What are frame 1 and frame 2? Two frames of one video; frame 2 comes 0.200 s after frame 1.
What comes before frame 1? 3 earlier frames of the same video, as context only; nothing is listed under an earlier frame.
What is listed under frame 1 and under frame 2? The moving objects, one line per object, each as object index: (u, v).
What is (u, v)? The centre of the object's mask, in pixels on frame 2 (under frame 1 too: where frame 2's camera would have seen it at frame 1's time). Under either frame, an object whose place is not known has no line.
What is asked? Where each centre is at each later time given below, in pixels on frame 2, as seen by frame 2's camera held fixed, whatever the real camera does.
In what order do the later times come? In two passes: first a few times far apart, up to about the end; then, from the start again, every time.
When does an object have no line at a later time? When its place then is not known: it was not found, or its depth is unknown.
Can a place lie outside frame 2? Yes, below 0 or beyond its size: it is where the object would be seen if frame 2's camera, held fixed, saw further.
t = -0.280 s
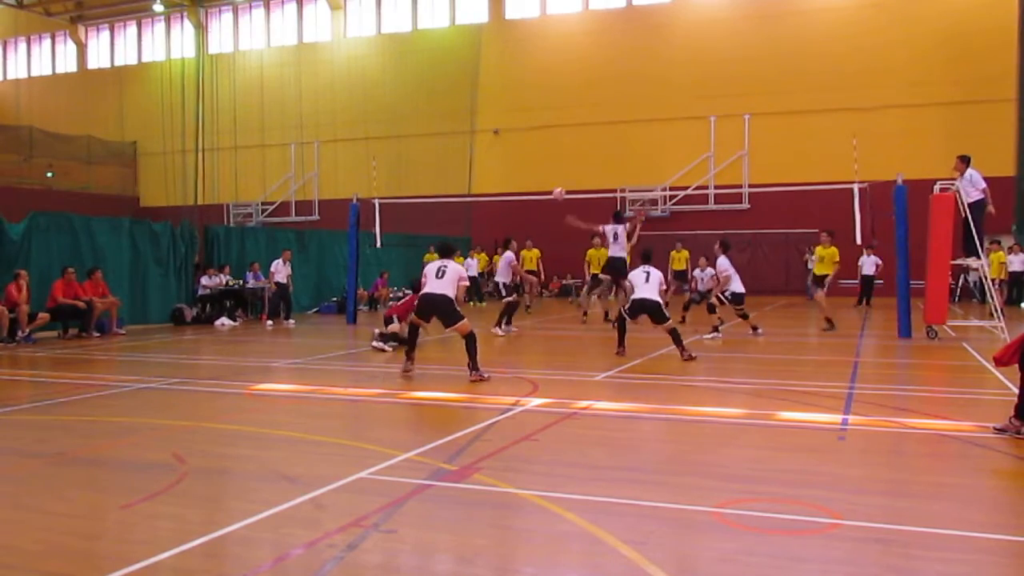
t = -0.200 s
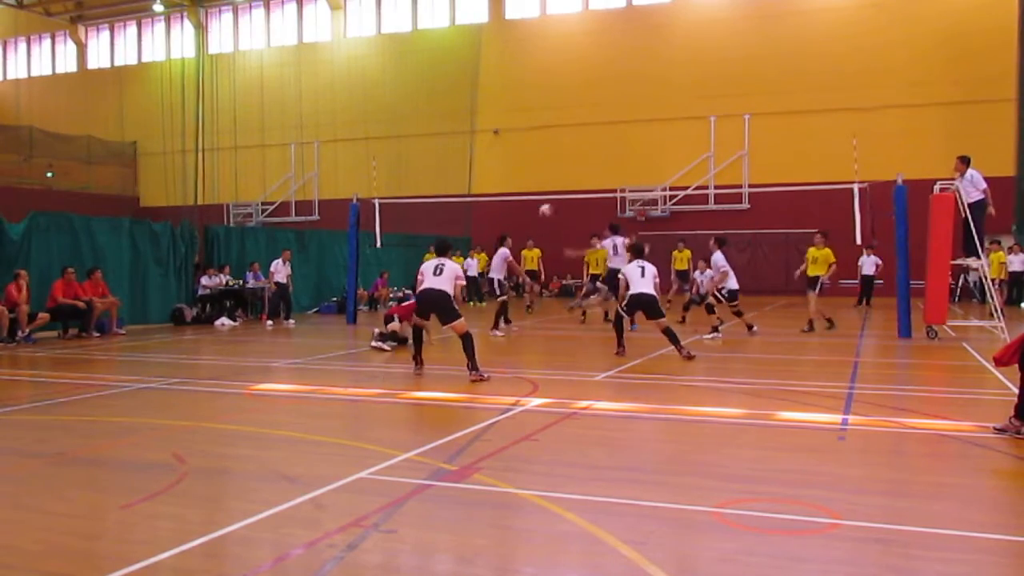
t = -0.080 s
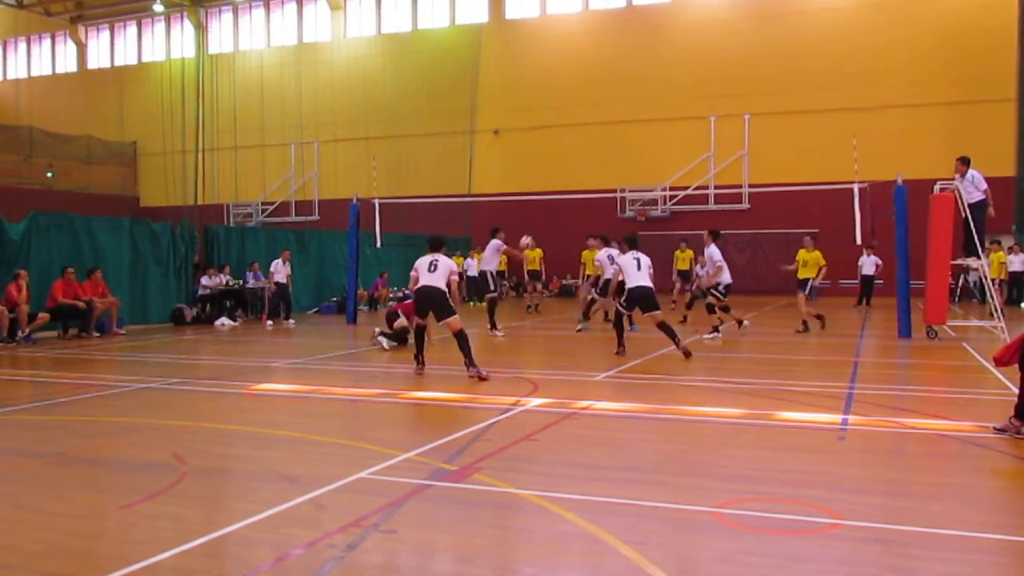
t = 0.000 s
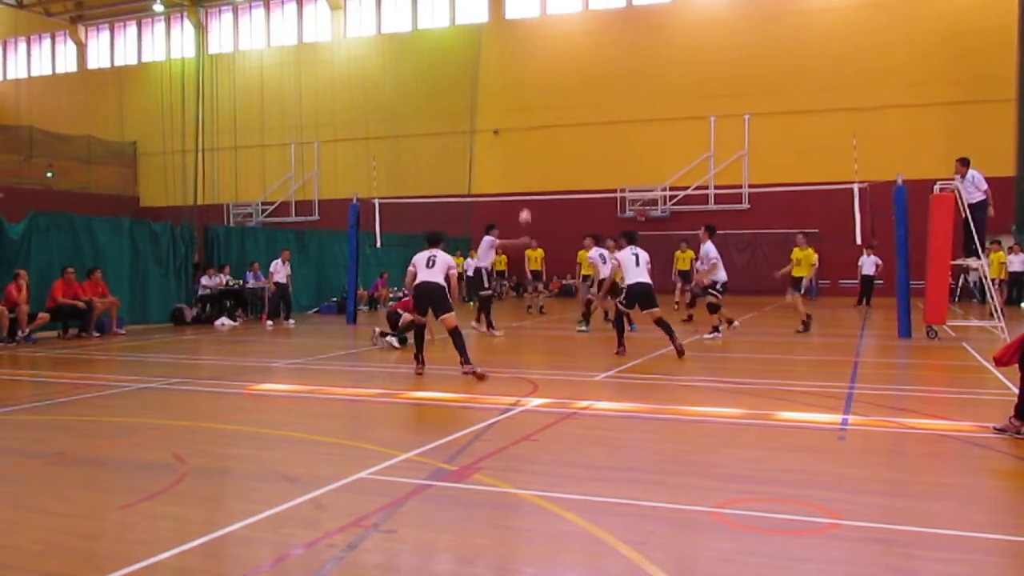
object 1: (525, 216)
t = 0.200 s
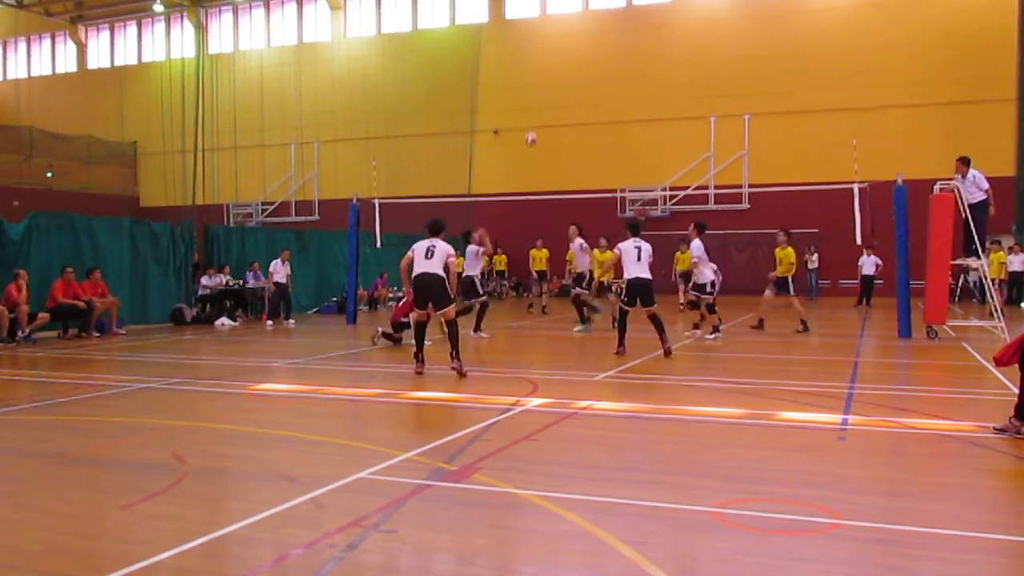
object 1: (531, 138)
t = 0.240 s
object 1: (531, 126)
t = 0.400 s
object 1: (535, 87)
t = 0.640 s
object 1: (540, 57)
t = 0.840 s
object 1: (546, 56)
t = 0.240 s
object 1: (531, 126)
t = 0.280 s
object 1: (531, 114)
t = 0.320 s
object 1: (533, 104)
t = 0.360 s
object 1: (534, 95)
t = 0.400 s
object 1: (535, 87)
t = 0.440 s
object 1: (536, 79)
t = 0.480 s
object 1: (537, 73)
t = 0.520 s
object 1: (538, 68)
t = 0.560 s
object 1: (539, 63)
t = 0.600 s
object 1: (540, 59)
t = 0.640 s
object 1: (540, 57)
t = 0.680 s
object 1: (542, 55)
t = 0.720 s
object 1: (543, 54)
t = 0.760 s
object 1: (544, 54)
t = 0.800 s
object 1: (545, 55)
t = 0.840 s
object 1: (546, 56)
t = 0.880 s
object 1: (547, 60)
